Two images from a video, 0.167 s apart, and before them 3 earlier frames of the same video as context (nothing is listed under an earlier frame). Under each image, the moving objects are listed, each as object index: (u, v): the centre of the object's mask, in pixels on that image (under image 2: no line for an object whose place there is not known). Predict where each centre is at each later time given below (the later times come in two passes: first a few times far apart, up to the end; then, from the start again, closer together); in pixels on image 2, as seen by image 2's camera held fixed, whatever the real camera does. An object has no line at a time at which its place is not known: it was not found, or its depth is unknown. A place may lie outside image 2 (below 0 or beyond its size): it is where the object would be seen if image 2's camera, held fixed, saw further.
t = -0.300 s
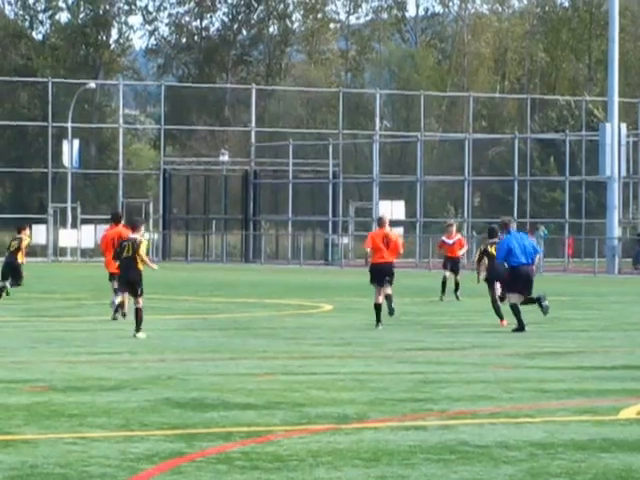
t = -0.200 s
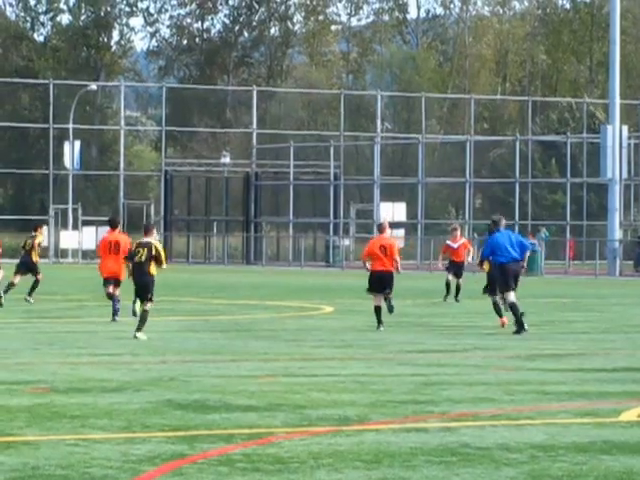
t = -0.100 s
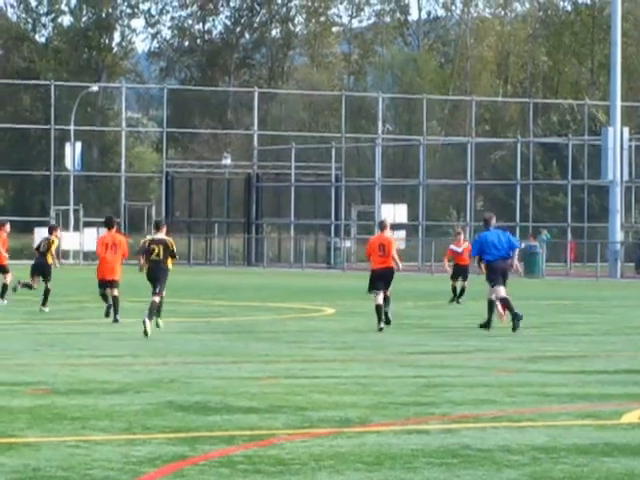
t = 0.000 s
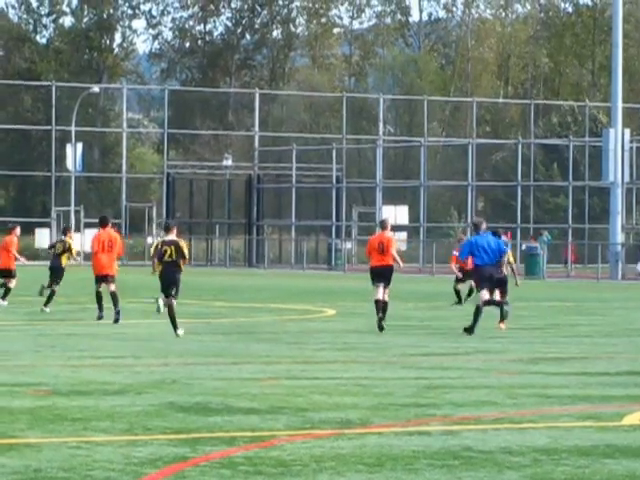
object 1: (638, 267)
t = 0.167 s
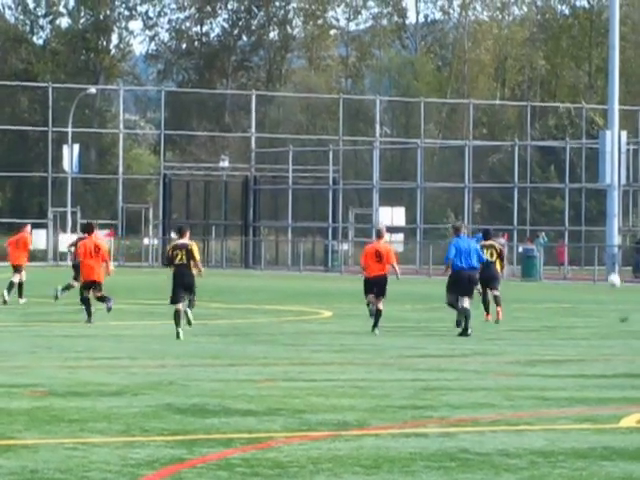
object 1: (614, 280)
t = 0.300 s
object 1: (601, 234)
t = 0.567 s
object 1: (577, 178)
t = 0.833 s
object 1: (552, 165)
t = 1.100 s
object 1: (526, 191)
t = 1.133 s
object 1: (523, 197)
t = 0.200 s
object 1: (612, 268)
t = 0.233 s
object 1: (608, 256)
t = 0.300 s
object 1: (601, 234)
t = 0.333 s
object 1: (599, 225)
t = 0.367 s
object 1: (596, 216)
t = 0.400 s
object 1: (593, 207)
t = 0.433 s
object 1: (590, 200)
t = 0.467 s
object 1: (586, 194)
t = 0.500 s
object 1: (583, 188)
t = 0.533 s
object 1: (580, 182)
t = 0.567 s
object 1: (577, 178)
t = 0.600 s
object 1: (574, 174)
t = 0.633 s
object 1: (571, 171)
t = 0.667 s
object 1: (568, 169)
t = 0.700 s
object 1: (564, 166)
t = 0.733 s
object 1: (561, 165)
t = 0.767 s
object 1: (558, 165)
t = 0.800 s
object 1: (555, 165)
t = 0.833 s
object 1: (552, 165)
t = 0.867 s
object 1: (549, 167)
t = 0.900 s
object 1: (545, 168)
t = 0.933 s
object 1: (542, 171)
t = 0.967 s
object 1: (539, 174)
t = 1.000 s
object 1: (536, 177)
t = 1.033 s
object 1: (533, 181)
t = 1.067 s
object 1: (529, 186)
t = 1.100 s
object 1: (526, 191)
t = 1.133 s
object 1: (523, 197)
